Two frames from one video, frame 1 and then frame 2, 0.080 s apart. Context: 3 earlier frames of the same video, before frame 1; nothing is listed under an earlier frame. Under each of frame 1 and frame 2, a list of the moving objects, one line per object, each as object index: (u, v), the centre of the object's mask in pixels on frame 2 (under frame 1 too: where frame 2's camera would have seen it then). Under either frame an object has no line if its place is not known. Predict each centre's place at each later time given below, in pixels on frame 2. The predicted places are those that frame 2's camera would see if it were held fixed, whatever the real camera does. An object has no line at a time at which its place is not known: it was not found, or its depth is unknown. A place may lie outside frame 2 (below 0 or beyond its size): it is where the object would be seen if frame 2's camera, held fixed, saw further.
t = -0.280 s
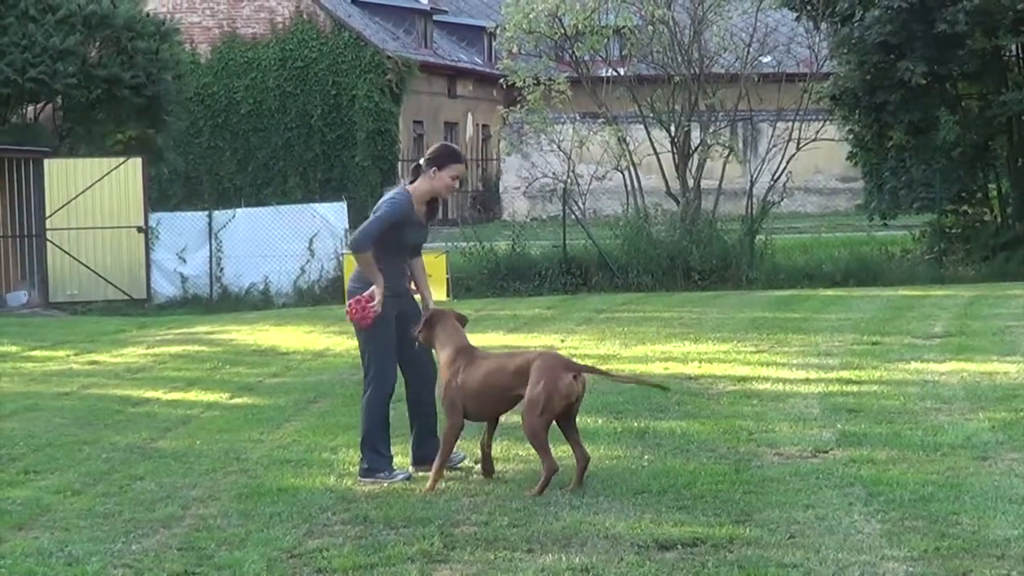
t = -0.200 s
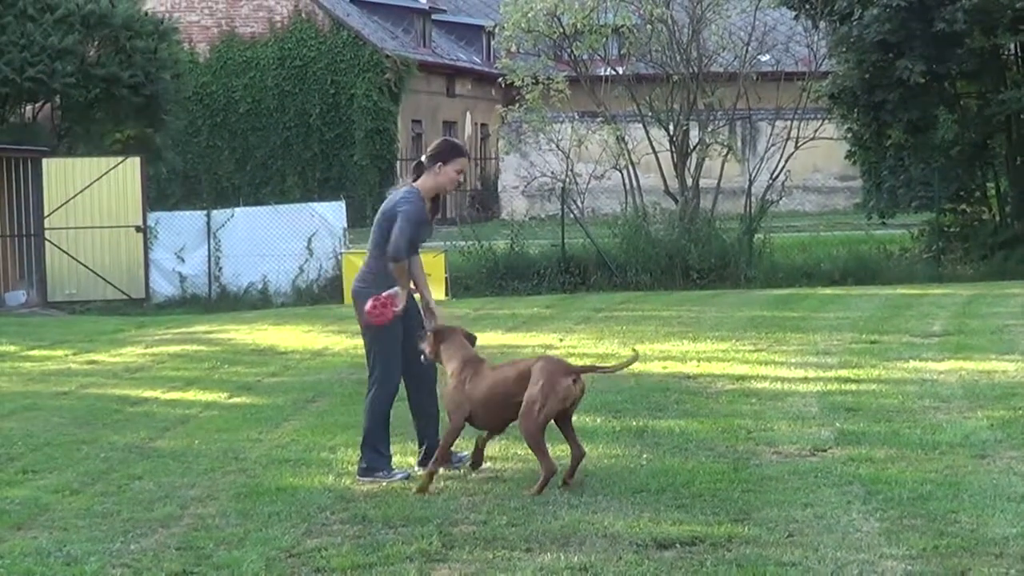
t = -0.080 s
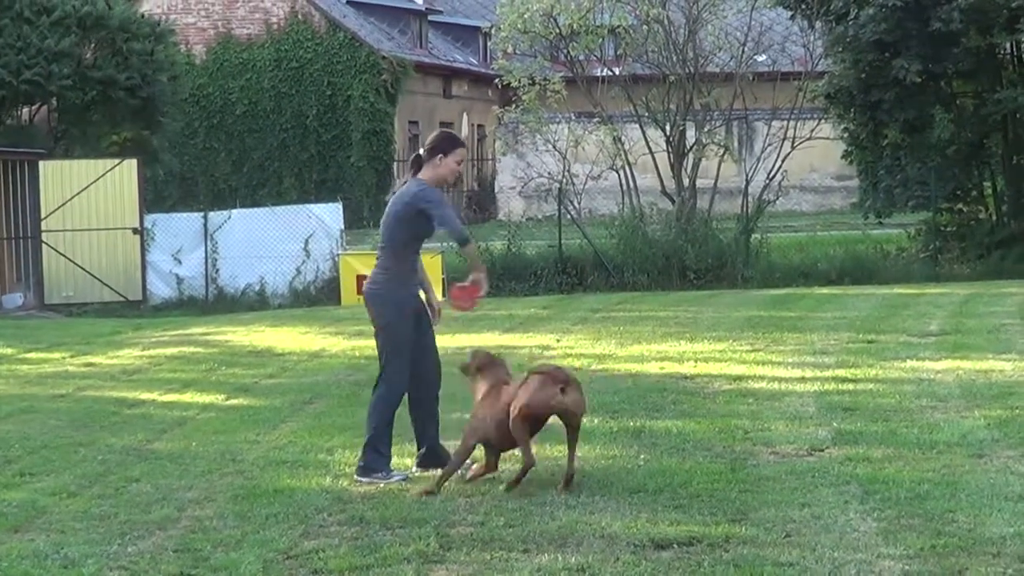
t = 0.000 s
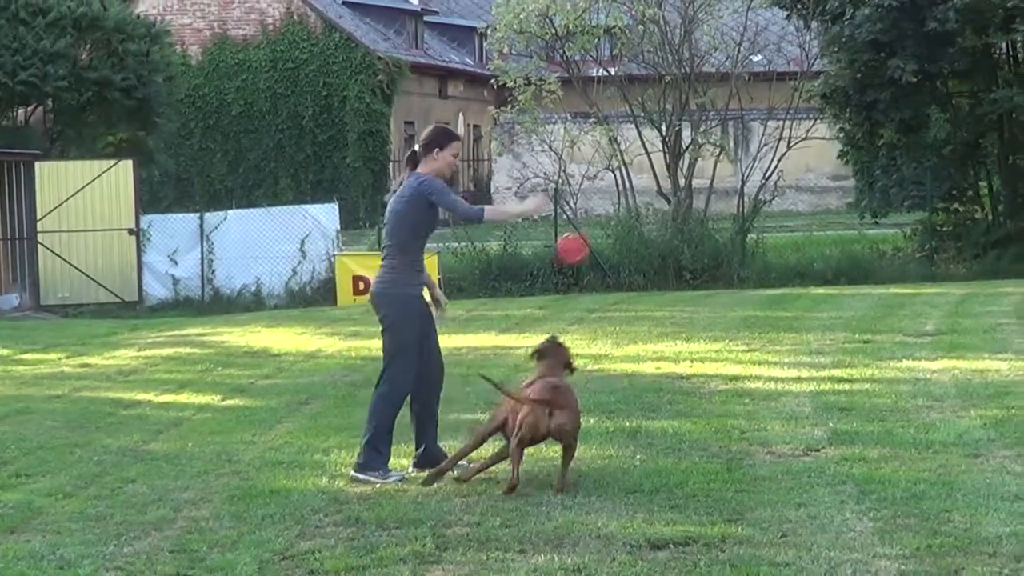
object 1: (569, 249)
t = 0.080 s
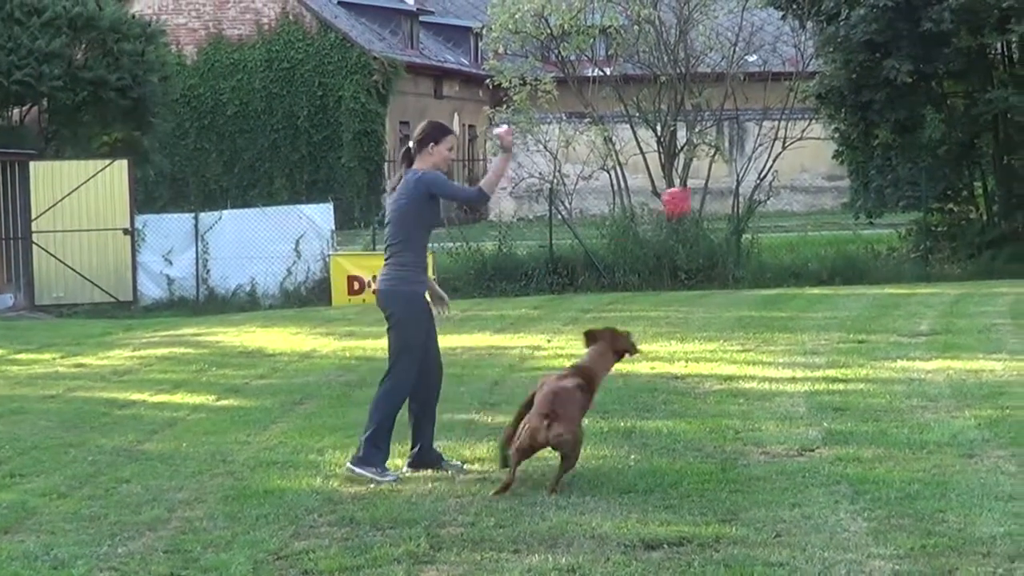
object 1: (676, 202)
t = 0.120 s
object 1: (730, 184)
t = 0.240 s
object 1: (874, 152)
